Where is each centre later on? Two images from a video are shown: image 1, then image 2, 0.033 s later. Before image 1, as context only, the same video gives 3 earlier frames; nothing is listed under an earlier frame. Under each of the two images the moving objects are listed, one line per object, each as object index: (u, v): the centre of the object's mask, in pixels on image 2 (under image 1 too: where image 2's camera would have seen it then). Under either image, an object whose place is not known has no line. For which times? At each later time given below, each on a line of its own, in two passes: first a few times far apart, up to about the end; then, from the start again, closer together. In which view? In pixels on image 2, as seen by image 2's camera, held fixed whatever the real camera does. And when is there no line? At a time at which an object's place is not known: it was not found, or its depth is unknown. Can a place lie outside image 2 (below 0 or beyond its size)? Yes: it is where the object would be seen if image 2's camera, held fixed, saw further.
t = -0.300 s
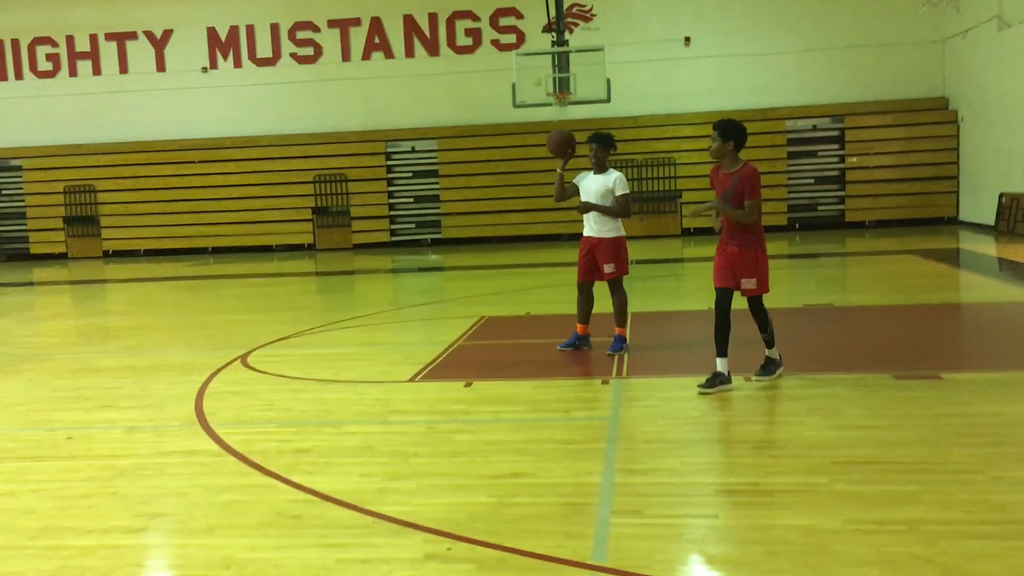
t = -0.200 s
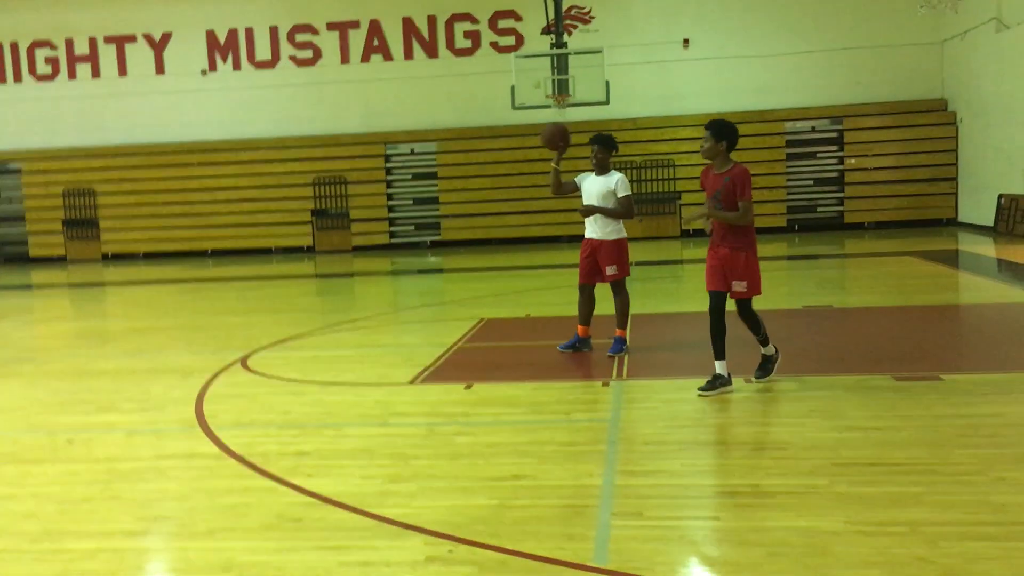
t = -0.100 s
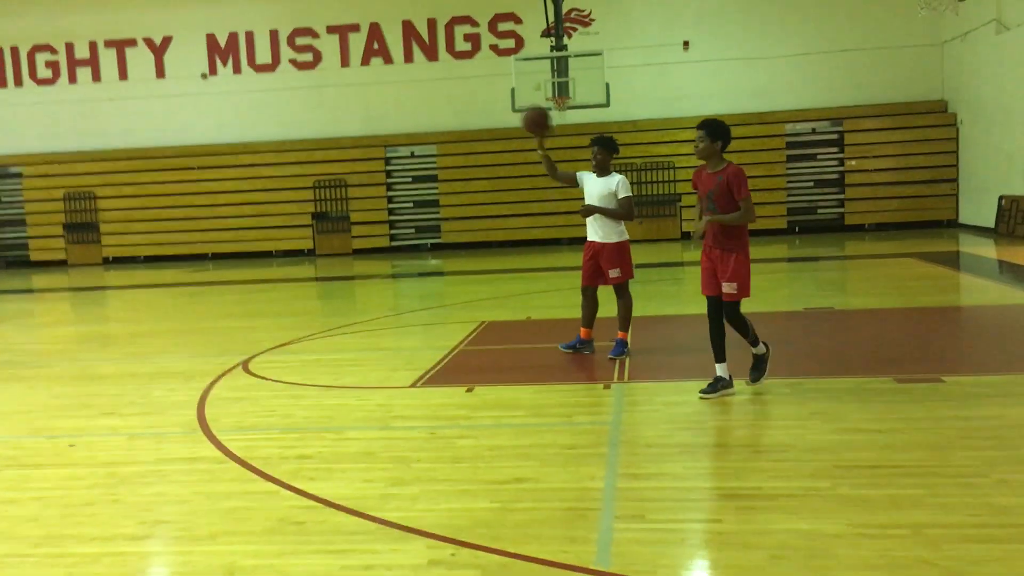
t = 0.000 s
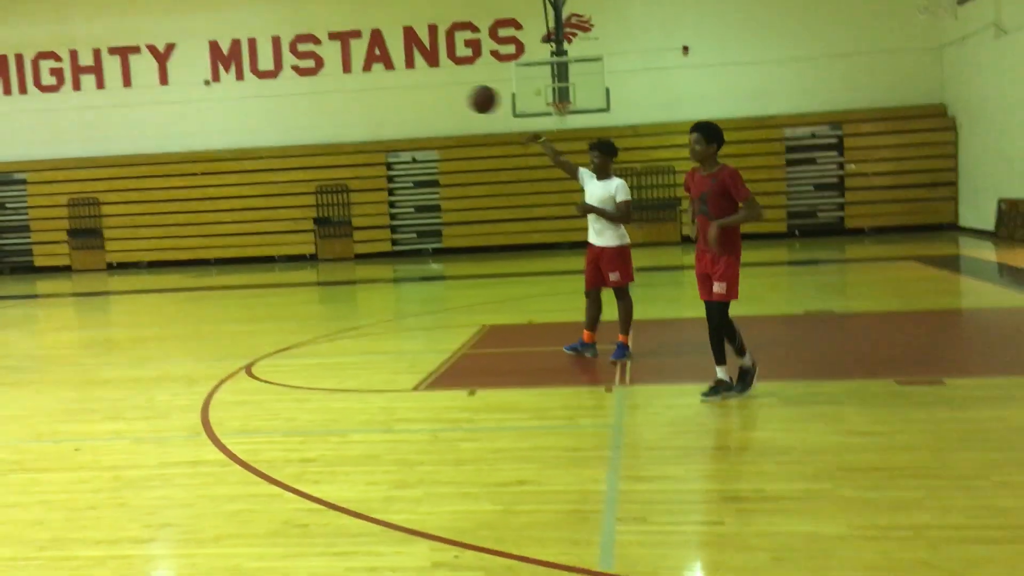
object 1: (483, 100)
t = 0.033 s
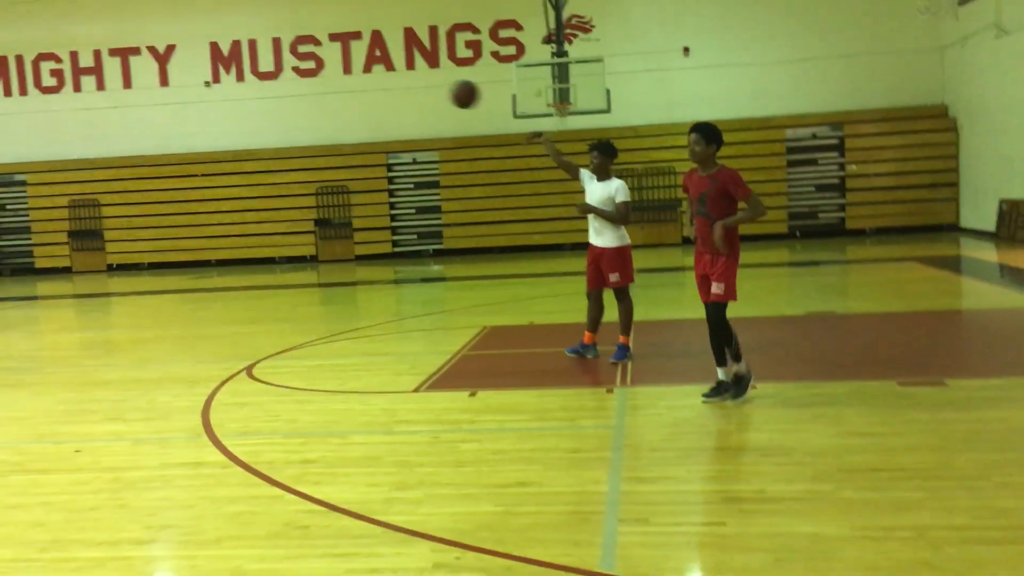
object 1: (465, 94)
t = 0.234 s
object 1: (353, 86)
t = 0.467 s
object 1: (229, 135)
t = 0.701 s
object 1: (116, 244)
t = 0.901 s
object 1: (34, 359)
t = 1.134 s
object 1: (-33, 254)
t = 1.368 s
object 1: (-89, 210)
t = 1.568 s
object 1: (-135, 221)
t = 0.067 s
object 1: (445, 90)
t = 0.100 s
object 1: (427, 86)
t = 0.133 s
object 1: (408, 84)
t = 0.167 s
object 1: (389, 84)
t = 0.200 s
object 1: (371, 84)
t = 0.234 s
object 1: (353, 86)
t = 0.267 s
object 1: (335, 90)
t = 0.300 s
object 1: (316, 94)
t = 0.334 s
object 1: (298, 99)
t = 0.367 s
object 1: (280, 107)
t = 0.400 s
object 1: (263, 115)
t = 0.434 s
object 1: (246, 124)
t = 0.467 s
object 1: (229, 135)
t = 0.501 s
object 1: (213, 148)
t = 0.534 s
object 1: (196, 160)
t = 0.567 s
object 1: (180, 175)
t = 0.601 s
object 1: (164, 191)
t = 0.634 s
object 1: (148, 206)
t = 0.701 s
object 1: (116, 244)
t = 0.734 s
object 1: (101, 264)
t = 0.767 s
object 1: (87, 286)
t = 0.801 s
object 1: (73, 308)
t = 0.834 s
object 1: (58, 333)
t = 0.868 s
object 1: (45, 356)
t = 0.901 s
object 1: (34, 359)
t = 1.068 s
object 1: (-15, 277)
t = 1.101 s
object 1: (-23, 266)
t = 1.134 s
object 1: (-33, 254)
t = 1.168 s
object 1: (-42, 244)
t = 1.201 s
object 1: (-50, 236)
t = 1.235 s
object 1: (-56, 228)
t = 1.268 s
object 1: (-64, 222)
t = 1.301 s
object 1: (-73, 216)
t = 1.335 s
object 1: (-82, 213)
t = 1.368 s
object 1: (-89, 210)
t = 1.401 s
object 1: (-98, 209)
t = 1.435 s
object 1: (-109, 209)
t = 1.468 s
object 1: (-115, 210)
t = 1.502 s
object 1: (-122, 213)
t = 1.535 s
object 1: (-129, 216)
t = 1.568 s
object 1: (-135, 221)
